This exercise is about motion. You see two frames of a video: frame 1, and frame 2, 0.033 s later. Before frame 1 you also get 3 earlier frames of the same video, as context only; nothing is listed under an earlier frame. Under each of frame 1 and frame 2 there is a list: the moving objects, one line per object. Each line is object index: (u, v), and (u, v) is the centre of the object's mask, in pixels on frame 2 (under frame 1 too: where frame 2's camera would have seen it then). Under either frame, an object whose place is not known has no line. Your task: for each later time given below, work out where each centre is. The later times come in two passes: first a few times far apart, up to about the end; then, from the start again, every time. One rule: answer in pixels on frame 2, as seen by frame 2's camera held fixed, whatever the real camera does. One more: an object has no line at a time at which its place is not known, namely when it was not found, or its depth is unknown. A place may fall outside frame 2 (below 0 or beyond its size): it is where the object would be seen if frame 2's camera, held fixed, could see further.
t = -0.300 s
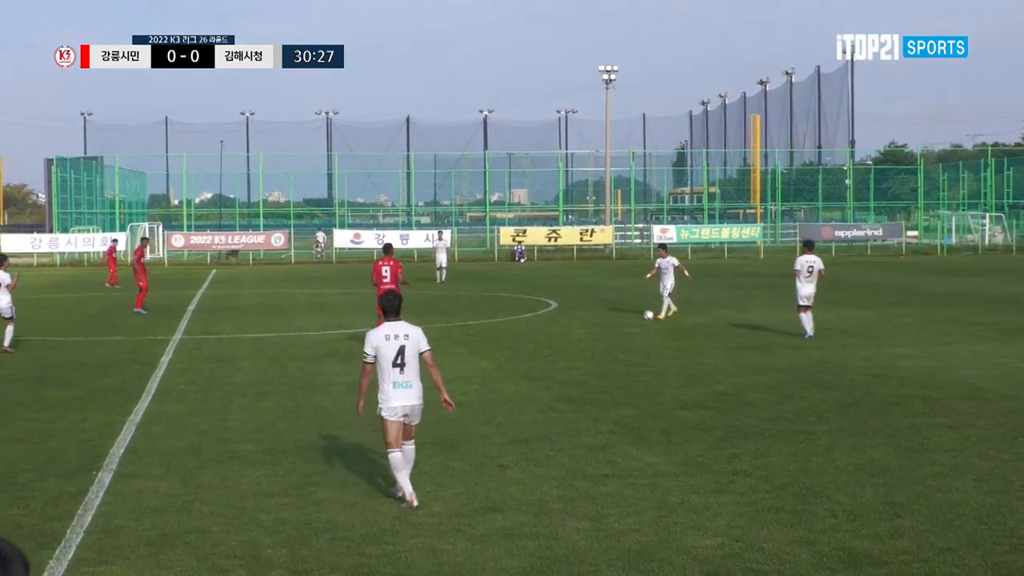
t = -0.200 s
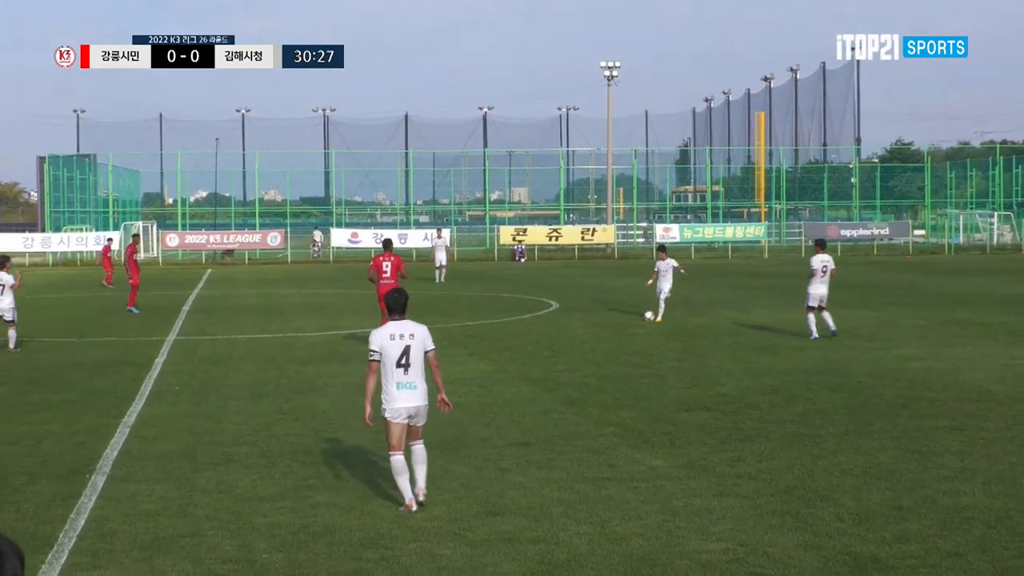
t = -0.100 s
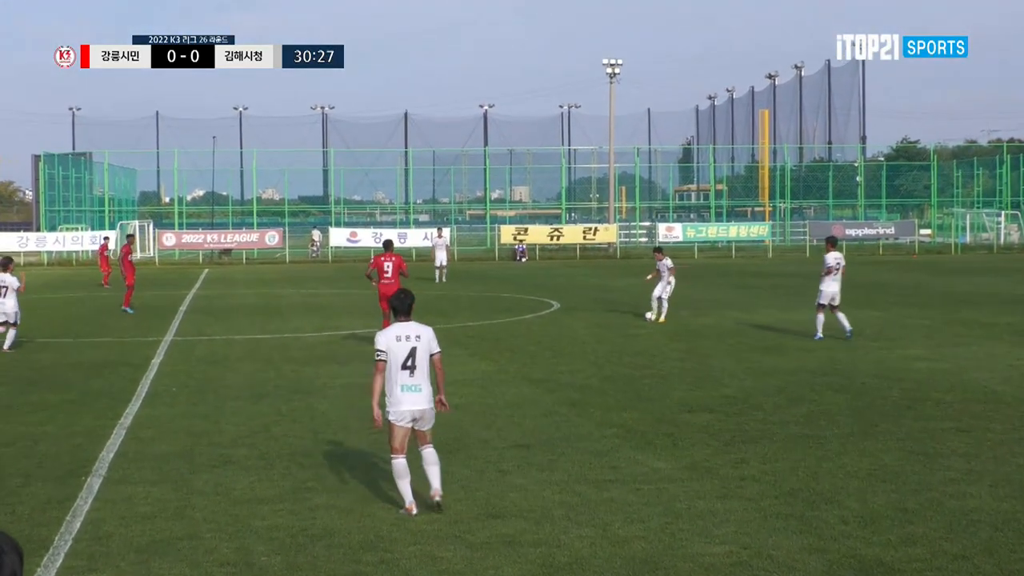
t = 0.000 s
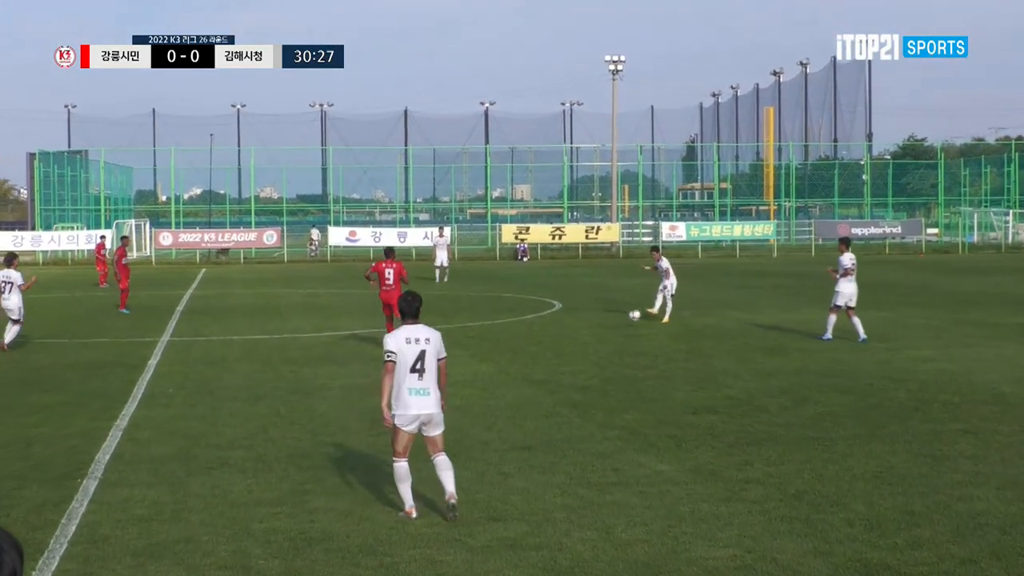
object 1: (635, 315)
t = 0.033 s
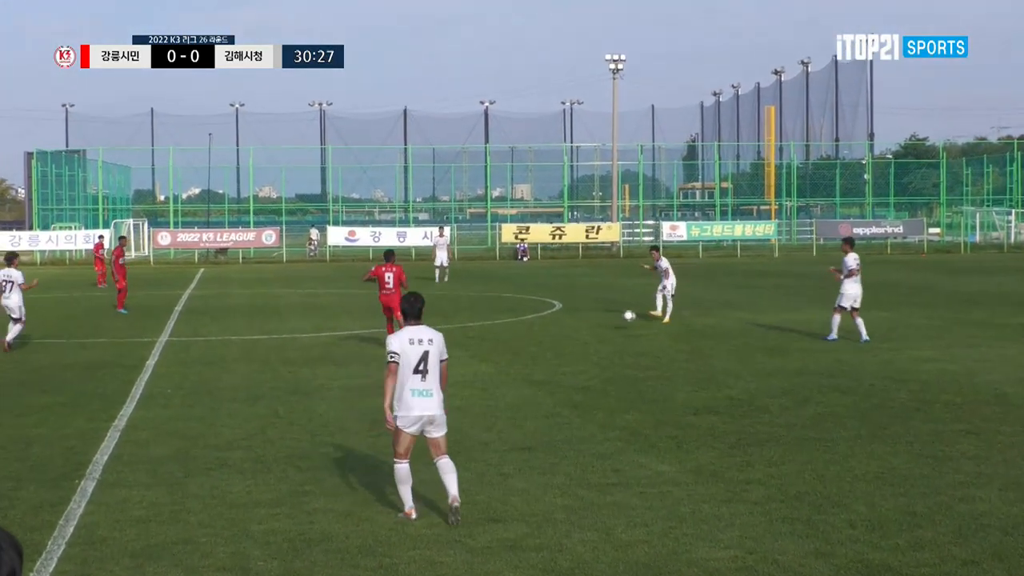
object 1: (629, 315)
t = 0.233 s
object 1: (588, 331)
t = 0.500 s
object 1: (544, 357)
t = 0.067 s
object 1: (622, 316)
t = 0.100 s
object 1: (616, 318)
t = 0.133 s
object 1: (609, 320)
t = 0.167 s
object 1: (602, 323)
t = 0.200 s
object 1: (596, 327)
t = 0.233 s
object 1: (588, 331)
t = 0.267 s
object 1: (582, 337)
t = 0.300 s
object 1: (576, 344)
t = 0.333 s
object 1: (569, 350)
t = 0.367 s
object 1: (564, 354)
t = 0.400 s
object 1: (559, 354)
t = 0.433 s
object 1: (554, 354)
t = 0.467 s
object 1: (549, 355)
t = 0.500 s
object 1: (544, 357)
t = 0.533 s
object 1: (539, 360)
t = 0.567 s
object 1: (535, 365)
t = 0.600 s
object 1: (530, 371)
